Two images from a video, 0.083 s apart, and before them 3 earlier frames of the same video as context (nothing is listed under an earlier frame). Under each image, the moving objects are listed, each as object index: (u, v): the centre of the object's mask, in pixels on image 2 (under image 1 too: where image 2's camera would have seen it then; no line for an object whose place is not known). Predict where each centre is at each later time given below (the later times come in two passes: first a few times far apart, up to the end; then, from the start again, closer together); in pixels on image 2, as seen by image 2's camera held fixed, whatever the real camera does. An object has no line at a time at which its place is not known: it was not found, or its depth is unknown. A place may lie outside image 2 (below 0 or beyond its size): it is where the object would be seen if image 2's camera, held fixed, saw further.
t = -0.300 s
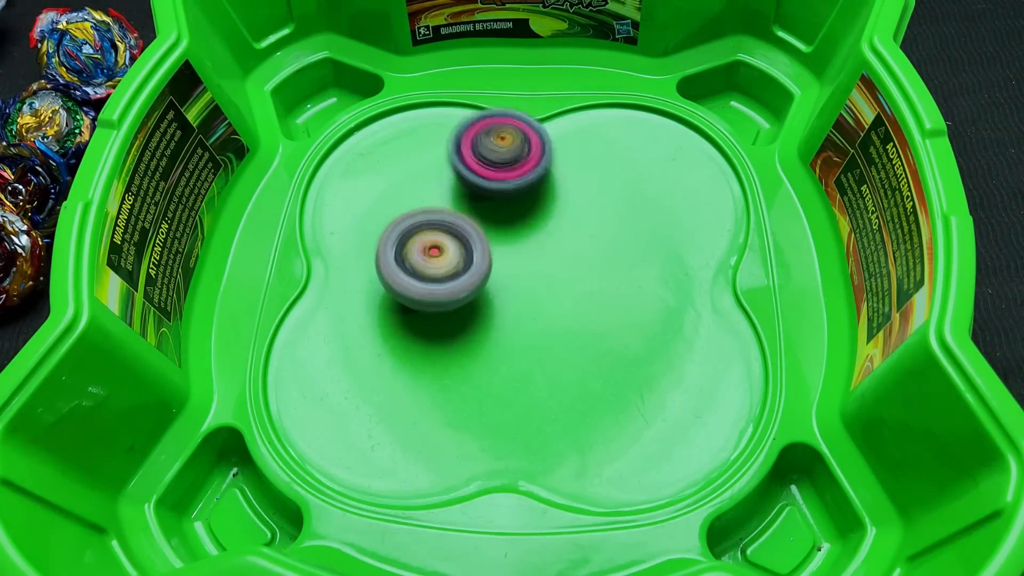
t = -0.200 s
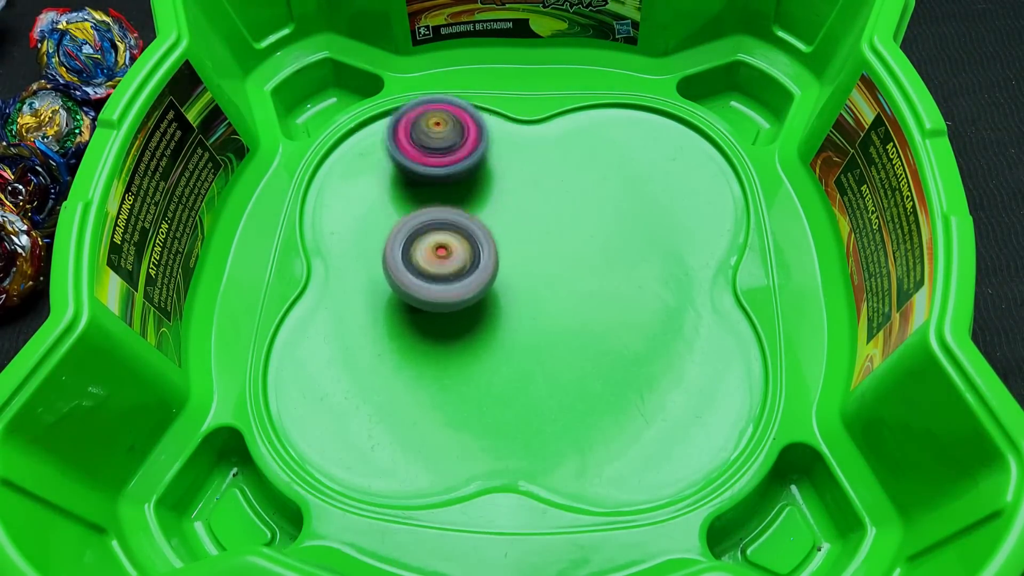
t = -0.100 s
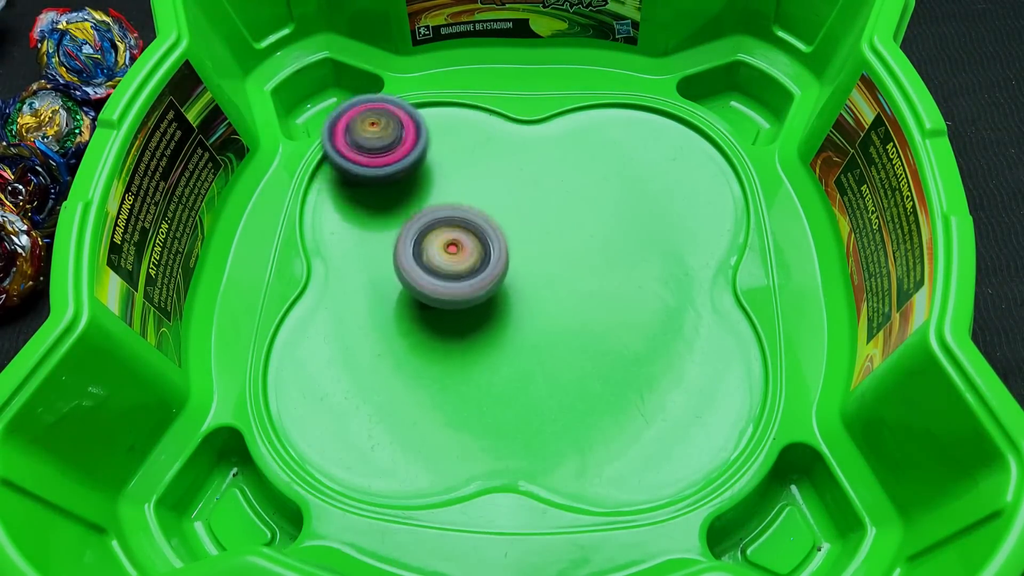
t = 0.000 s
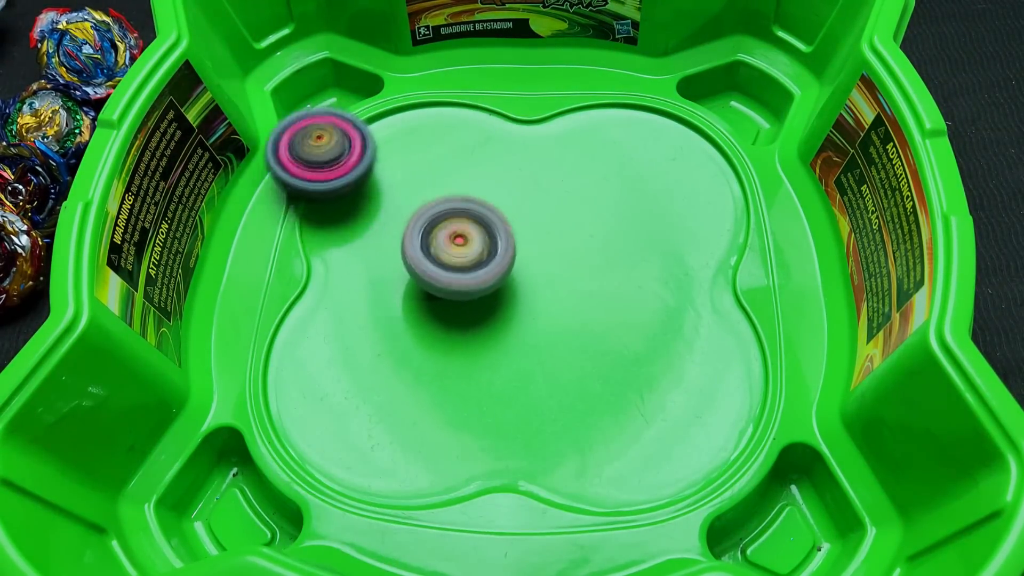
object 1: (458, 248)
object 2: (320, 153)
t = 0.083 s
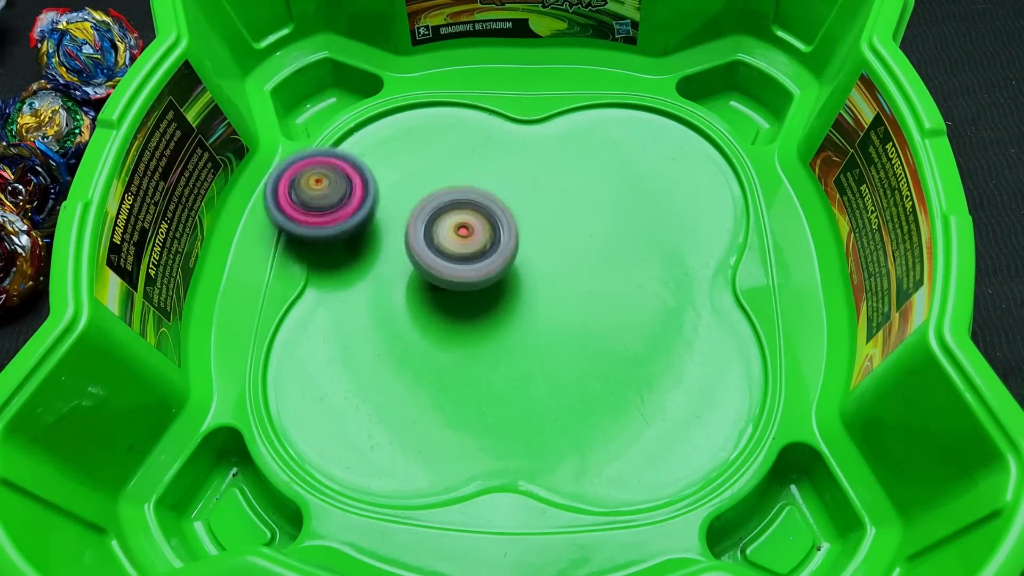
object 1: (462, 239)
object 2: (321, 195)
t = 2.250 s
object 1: (584, 258)
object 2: (427, 214)
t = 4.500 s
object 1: (465, 253)
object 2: (563, 188)
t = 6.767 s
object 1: (560, 280)
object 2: (511, 404)
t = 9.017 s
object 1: (503, 299)
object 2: (410, 170)
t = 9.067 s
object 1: (508, 295)
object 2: (412, 190)
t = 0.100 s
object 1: (462, 236)
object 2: (319, 204)
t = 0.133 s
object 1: (462, 232)
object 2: (317, 222)
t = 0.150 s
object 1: (462, 230)
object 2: (317, 232)
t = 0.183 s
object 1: (463, 226)
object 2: (322, 252)
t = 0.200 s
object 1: (463, 224)
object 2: (326, 263)
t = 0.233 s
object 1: (463, 221)
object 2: (337, 284)
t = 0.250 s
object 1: (462, 219)
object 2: (345, 294)
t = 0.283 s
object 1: (462, 216)
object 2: (362, 311)
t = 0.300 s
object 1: (462, 214)
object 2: (373, 320)
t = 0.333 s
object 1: (462, 212)
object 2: (397, 333)
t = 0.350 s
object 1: (463, 211)
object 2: (412, 338)
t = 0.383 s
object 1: (463, 210)
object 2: (443, 346)
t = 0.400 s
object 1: (463, 210)
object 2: (460, 348)
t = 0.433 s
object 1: (463, 209)
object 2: (493, 348)
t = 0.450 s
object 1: (463, 209)
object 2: (510, 346)
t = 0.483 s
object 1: (463, 209)
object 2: (541, 336)
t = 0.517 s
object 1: (462, 209)
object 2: (569, 322)
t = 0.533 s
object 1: (462, 209)
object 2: (581, 313)
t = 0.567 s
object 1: (462, 210)
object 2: (602, 293)
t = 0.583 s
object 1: (461, 211)
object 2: (611, 281)
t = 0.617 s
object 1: (460, 214)
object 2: (623, 257)
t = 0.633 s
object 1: (459, 215)
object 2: (627, 243)
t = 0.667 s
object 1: (459, 219)
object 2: (631, 220)
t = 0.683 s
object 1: (459, 220)
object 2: (631, 209)
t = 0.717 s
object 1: (461, 224)
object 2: (628, 187)
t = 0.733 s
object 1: (462, 225)
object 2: (625, 178)
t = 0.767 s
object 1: (467, 229)
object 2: (618, 159)
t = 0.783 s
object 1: (469, 231)
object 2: (612, 149)
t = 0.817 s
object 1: (475, 235)
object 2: (601, 135)
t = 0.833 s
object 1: (479, 237)
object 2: (595, 127)
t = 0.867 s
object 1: (487, 241)
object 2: (581, 115)
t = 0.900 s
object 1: (495, 244)
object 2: (566, 105)
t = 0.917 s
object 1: (500, 244)
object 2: (558, 102)
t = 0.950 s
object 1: (511, 245)
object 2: (547, 114)
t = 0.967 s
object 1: (515, 245)
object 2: (541, 120)
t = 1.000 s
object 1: (524, 244)
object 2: (527, 130)
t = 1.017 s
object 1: (528, 244)
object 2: (520, 134)
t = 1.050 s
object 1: (534, 243)
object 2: (503, 143)
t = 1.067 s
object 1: (537, 242)
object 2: (495, 147)
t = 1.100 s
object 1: (543, 241)
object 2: (478, 154)
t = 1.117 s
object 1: (546, 241)
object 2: (470, 159)
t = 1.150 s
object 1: (551, 240)
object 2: (454, 173)
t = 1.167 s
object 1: (553, 239)
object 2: (447, 180)
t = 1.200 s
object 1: (556, 236)
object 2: (437, 198)
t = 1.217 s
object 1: (558, 235)
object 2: (433, 207)
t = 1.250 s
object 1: (560, 231)
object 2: (429, 230)
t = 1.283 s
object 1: (562, 227)
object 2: (430, 252)
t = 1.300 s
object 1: (562, 225)
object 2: (433, 265)
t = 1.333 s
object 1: (563, 220)
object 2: (442, 287)
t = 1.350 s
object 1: (562, 217)
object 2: (450, 299)
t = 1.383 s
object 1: (560, 212)
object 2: (467, 318)
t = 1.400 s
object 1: (559, 210)
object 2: (479, 326)
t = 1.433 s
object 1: (554, 206)
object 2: (503, 339)
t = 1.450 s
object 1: (552, 204)
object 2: (518, 344)
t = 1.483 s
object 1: (547, 201)
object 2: (545, 349)
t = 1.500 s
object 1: (545, 201)
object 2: (559, 350)
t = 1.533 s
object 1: (540, 201)
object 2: (587, 346)
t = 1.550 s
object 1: (537, 202)
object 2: (601, 342)
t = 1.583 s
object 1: (532, 205)
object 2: (624, 332)
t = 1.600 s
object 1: (530, 208)
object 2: (636, 326)
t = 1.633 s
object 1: (525, 214)
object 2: (654, 311)
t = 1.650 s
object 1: (523, 218)
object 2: (662, 302)
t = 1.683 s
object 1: (520, 226)
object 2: (675, 285)
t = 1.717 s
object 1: (519, 235)
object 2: (683, 266)
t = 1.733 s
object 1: (519, 240)
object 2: (686, 256)
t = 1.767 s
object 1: (520, 250)
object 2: (688, 237)
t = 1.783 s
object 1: (522, 254)
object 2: (688, 228)
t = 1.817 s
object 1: (526, 263)
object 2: (684, 210)
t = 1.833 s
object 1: (529, 267)
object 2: (681, 201)
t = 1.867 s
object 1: (536, 273)
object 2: (670, 185)
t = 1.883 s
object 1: (540, 276)
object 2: (663, 177)
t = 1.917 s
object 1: (549, 280)
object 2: (648, 164)
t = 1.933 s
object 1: (553, 281)
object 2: (638, 158)
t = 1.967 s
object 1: (562, 282)
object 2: (617, 151)
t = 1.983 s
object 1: (566, 283)
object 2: (606, 148)
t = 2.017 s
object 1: (574, 282)
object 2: (583, 145)
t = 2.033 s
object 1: (577, 281)
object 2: (569, 144)
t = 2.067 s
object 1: (584, 278)
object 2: (545, 147)
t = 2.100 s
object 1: (588, 274)
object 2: (520, 153)
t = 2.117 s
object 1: (590, 272)
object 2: (508, 157)
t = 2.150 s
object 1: (591, 268)
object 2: (485, 167)
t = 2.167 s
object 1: (591, 266)
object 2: (474, 173)
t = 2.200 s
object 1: (590, 262)
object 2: (453, 188)
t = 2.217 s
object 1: (589, 261)
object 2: (444, 196)
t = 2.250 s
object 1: (584, 258)
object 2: (427, 214)
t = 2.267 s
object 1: (582, 257)
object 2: (420, 224)
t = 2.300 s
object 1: (575, 257)
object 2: (408, 246)
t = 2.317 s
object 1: (572, 258)
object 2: (405, 257)
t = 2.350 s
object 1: (565, 261)
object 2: (399, 281)
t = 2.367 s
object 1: (562, 263)
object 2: (398, 292)
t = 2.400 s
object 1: (557, 268)
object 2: (400, 316)
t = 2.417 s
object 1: (555, 270)
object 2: (402, 327)
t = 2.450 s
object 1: (552, 276)
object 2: (410, 351)
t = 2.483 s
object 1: (550, 283)
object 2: (422, 372)
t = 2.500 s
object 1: (550, 286)
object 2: (429, 382)
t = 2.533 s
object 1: (550, 292)
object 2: (446, 400)
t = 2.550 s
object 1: (550, 295)
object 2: (456, 408)
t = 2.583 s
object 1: (552, 298)
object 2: (477, 422)
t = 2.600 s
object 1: (554, 299)
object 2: (489, 428)
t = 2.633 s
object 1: (557, 300)
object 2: (514, 436)
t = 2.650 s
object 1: (558, 299)
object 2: (527, 438)
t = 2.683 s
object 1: (560, 299)
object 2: (552, 441)
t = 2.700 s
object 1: (561, 298)
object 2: (565, 441)
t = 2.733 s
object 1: (562, 297)
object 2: (590, 438)
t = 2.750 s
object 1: (561, 296)
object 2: (602, 435)
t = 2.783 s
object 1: (558, 294)
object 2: (625, 426)
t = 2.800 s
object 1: (557, 293)
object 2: (635, 420)
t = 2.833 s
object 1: (551, 291)
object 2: (654, 406)
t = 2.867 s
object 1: (545, 290)
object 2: (669, 389)
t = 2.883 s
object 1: (542, 290)
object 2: (675, 380)
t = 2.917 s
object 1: (536, 291)
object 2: (684, 359)
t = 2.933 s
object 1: (532, 293)
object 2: (686, 348)
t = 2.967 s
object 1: (526, 296)
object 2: (687, 325)
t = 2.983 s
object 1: (523, 298)
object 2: (687, 313)
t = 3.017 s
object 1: (518, 302)
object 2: (681, 291)
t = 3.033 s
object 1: (516, 304)
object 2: (677, 280)
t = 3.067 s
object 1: (514, 307)
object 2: (666, 261)
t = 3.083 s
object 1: (513, 309)
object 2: (659, 250)
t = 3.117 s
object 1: (512, 312)
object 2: (642, 233)
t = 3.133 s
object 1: (512, 313)
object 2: (633, 224)
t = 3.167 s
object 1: (513, 315)
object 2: (613, 210)
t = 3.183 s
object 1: (513, 316)
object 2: (601, 204)
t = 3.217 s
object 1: (514, 316)
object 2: (579, 195)
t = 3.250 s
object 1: (513, 316)
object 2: (554, 187)
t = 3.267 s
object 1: (512, 316)
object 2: (541, 185)
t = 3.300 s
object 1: (510, 316)
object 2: (515, 183)
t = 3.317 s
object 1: (508, 316)
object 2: (502, 182)
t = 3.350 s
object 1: (505, 316)
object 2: (476, 184)
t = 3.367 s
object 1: (504, 316)
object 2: (464, 186)
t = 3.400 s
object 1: (503, 316)
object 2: (439, 192)
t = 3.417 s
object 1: (503, 317)
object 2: (427, 196)
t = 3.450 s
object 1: (503, 316)
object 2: (404, 205)
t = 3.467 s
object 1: (504, 316)
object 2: (394, 211)
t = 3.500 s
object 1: (505, 314)
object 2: (375, 223)
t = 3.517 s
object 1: (505, 312)
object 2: (366, 230)
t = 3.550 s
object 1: (506, 308)
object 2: (351, 243)
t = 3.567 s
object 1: (505, 306)
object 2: (344, 250)
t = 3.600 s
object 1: (504, 301)
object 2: (332, 266)
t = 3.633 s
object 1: (501, 296)
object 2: (322, 282)
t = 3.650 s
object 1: (499, 294)
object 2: (318, 291)
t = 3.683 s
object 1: (494, 291)
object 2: (312, 308)
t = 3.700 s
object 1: (492, 290)
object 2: (311, 317)
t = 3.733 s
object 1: (486, 288)
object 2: (308, 336)
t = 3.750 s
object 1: (483, 287)
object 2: (308, 346)
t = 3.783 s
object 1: (475, 286)
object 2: (311, 364)
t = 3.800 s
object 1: (472, 286)
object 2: (314, 374)
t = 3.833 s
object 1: (466, 287)
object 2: (323, 391)
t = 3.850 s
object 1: (464, 288)
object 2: (329, 399)
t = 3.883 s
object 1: (461, 290)
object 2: (343, 413)
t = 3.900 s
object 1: (460, 291)
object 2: (351, 419)
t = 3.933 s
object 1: (459, 292)
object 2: (371, 429)
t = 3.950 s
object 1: (459, 293)
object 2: (382, 433)
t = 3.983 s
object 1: (458, 294)
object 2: (406, 437)
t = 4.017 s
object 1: (459, 294)
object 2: (432, 435)
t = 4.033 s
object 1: (459, 294)
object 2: (446, 434)
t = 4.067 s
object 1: (462, 293)
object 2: (472, 428)
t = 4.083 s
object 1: (463, 291)
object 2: (486, 423)
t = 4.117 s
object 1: (465, 287)
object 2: (511, 411)
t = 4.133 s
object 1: (466, 286)
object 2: (524, 403)
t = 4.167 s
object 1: (467, 282)
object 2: (547, 388)
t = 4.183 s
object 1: (468, 280)
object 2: (558, 379)
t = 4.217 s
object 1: (470, 278)
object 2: (577, 361)
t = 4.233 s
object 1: (471, 277)
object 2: (585, 349)
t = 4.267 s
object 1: (474, 275)
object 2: (598, 326)
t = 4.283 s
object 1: (475, 274)
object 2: (602, 314)
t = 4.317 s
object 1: (477, 270)
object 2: (607, 292)
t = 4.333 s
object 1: (477, 267)
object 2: (607, 280)
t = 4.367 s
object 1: (477, 264)
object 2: (605, 260)
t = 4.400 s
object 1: (476, 260)
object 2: (599, 241)
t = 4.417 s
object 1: (475, 258)
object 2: (595, 231)
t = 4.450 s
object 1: (472, 254)
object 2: (584, 213)
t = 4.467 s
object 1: (470, 253)
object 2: (578, 204)
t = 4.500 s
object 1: (465, 253)
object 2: (563, 188)
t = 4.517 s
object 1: (464, 254)
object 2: (555, 180)
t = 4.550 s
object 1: (461, 256)
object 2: (537, 167)
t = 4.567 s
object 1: (460, 257)
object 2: (528, 161)
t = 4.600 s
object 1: (460, 259)
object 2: (510, 153)
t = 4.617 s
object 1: (459, 260)
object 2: (500, 148)
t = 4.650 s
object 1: (460, 261)
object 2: (483, 143)
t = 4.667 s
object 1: (462, 261)
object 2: (474, 141)
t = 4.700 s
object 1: (466, 260)
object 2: (456, 138)
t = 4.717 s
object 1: (469, 258)
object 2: (446, 138)
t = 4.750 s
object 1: (474, 254)
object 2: (428, 137)
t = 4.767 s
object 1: (477, 252)
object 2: (419, 138)
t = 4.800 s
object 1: (482, 250)
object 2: (401, 141)
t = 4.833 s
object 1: (487, 246)
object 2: (384, 145)
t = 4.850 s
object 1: (489, 245)
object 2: (377, 149)
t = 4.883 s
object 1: (491, 242)
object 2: (362, 157)
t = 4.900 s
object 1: (491, 241)
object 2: (356, 161)
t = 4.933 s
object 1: (490, 240)
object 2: (344, 172)
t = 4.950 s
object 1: (490, 239)
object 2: (339, 178)
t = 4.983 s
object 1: (488, 238)
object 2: (332, 192)
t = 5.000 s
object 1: (487, 237)
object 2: (329, 199)
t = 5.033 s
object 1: (485, 236)
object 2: (327, 216)
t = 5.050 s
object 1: (484, 236)
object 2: (328, 224)
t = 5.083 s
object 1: (484, 236)
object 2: (331, 241)
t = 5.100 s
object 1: (484, 235)
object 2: (333, 250)
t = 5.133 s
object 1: (485, 234)
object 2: (342, 268)
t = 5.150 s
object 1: (486, 234)
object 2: (346, 276)
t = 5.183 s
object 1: (489, 234)
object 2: (359, 294)
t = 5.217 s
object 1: (493, 235)
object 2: (375, 310)
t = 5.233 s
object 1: (495, 235)
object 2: (384, 317)
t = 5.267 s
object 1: (499, 235)
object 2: (404, 328)
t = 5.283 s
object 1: (502, 236)
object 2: (415, 334)
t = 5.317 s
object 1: (506, 237)
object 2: (438, 341)
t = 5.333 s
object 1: (508, 236)
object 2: (450, 344)
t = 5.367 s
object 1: (510, 235)
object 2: (474, 349)
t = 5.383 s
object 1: (509, 235)
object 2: (488, 349)
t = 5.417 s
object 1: (508, 236)
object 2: (512, 347)
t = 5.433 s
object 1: (508, 236)
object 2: (525, 345)
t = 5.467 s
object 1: (508, 237)
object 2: (547, 339)
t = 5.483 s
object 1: (507, 238)
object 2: (558, 336)
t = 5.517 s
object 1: (507, 240)
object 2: (579, 327)
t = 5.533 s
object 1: (509, 241)
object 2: (588, 322)
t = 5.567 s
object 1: (512, 241)
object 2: (606, 310)
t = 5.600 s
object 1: (513, 238)
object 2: (620, 298)
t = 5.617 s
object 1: (513, 238)
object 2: (626, 291)
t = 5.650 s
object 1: (515, 237)
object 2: (635, 277)
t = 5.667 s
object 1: (515, 237)
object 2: (639, 269)
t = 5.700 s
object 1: (514, 236)
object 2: (646, 253)
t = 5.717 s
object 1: (513, 236)
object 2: (648, 244)
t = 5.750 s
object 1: (512, 238)
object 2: (650, 229)
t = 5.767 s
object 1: (511, 239)
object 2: (651, 221)
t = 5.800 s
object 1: (509, 241)
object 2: (649, 207)
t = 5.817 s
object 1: (509, 243)
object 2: (648, 200)
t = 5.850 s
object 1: (510, 246)
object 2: (643, 187)
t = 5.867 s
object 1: (510, 247)
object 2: (639, 180)
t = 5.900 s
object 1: (512, 248)
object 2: (630, 169)
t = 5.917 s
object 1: (513, 249)
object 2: (624, 164)
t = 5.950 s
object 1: (516, 251)
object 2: (612, 156)
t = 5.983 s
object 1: (519, 252)
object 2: (597, 149)
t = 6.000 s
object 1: (520, 252)
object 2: (588, 145)
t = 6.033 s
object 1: (523, 253)
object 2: (570, 144)
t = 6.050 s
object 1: (525, 253)
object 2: (560, 144)
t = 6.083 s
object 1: (528, 253)
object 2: (542, 146)
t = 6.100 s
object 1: (528, 253)
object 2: (534, 148)
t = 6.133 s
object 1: (530, 255)
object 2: (515, 154)
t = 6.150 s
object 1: (532, 255)
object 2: (506, 157)
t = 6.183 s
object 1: (532, 255)
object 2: (489, 167)
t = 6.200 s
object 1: (532, 256)
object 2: (481, 172)
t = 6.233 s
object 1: (535, 265)
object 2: (465, 180)
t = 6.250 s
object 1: (537, 268)
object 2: (457, 183)
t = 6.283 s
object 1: (539, 272)
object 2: (444, 196)
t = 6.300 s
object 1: (540, 275)
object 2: (438, 204)
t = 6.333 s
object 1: (542, 278)
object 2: (429, 221)
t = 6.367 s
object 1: (543, 281)
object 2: (422, 239)
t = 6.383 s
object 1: (543, 283)
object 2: (419, 248)
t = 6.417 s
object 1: (546, 286)
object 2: (416, 267)
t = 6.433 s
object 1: (547, 287)
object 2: (417, 276)
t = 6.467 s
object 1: (549, 288)
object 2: (419, 294)
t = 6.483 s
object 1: (550, 288)
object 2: (422, 302)
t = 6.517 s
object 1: (552, 289)
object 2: (428, 318)
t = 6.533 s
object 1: (552, 288)
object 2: (432, 326)
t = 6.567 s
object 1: (554, 287)
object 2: (441, 340)
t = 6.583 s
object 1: (558, 286)
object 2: (443, 348)
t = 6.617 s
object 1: (563, 284)
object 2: (449, 361)
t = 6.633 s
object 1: (564, 282)
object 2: (453, 368)
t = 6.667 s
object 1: (564, 281)
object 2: (466, 380)
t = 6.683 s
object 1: (564, 281)
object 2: (473, 385)
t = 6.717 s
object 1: (563, 280)
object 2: (486, 393)
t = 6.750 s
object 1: (561, 280)
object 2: (502, 401)
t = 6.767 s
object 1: (560, 280)
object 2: (511, 404)
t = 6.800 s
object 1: (559, 279)
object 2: (528, 407)
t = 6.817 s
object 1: (558, 279)
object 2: (537, 407)
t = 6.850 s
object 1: (556, 279)
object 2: (555, 407)
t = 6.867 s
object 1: (555, 279)
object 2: (564, 406)
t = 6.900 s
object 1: (552, 278)
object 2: (580, 400)
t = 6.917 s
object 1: (550, 278)
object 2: (588, 396)
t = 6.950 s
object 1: (548, 278)
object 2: (603, 387)
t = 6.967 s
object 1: (546, 278)
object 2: (610, 381)
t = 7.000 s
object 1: (542, 279)
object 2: (619, 367)
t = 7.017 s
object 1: (540, 278)
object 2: (623, 360)
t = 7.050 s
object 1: (532, 271)
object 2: (636, 351)
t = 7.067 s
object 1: (522, 263)
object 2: (643, 348)
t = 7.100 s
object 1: (508, 252)
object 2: (654, 343)
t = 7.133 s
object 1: (494, 241)
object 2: (660, 334)
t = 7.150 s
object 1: (488, 239)
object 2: (661, 327)
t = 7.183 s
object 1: (477, 236)
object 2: (661, 313)
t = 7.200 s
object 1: (471, 235)
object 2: (660, 304)
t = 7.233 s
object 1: (458, 236)
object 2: (654, 288)
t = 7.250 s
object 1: (452, 237)
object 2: (650, 281)
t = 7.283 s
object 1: (441, 239)
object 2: (640, 265)
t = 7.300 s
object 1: (435, 242)
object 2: (633, 259)
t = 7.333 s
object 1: (425, 247)
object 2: (619, 249)
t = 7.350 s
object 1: (420, 249)
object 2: (612, 244)
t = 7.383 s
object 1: (412, 256)
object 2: (596, 236)
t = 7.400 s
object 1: (409, 259)
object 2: (587, 233)
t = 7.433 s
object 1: (403, 265)
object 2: (569, 229)
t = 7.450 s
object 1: (400, 269)
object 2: (559, 227)
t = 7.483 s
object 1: (398, 275)
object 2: (538, 224)
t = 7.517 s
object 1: (398, 282)
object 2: (517, 225)
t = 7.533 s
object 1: (399, 285)
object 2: (507, 225)
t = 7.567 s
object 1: (399, 288)
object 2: (488, 227)
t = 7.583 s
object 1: (393, 294)
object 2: (484, 227)
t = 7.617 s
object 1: (377, 307)
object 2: (479, 224)
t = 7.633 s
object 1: (371, 312)
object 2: (476, 224)
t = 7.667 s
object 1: (362, 323)
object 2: (467, 227)
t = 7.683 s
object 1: (358, 327)
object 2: (461, 228)
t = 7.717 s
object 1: (353, 334)
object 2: (448, 235)
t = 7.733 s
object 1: (354, 338)
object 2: (443, 237)
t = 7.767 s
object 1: (352, 343)
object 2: (431, 245)
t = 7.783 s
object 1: (353, 346)
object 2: (426, 251)
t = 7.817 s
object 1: (358, 348)
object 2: (419, 258)
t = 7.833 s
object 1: (356, 353)
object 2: (417, 261)
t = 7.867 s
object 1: (354, 367)
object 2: (418, 264)
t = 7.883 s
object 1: (353, 372)
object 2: (418, 266)
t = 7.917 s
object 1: (352, 383)
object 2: (420, 273)
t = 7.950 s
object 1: (353, 388)
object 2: (422, 280)
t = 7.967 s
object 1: (355, 392)
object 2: (423, 285)
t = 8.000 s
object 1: (363, 394)
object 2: (430, 292)
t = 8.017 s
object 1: (366, 395)
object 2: (434, 295)
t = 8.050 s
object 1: (376, 396)
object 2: (444, 302)
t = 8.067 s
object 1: (380, 394)
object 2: (451, 304)
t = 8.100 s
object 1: (390, 392)
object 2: (464, 305)
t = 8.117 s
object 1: (395, 389)
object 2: (472, 306)
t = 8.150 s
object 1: (405, 386)
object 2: (487, 304)
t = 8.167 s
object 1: (412, 382)
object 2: (494, 302)
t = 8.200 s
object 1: (421, 376)
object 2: (508, 297)
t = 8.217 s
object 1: (428, 372)
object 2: (514, 292)
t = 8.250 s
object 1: (439, 363)
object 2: (525, 283)
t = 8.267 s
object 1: (446, 360)
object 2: (530, 278)
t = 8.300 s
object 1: (457, 349)
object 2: (537, 265)
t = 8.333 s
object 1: (466, 340)
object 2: (541, 253)
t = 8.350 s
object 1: (470, 333)
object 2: (542, 245)
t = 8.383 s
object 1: (475, 324)
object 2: (539, 233)
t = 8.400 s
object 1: (478, 318)
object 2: (537, 227)
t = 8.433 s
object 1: (480, 309)
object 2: (532, 215)
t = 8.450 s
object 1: (482, 304)
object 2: (527, 210)
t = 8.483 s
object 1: (483, 294)
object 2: (520, 201)
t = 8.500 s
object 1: (484, 291)
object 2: (514, 197)
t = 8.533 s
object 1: (478, 294)
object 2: (508, 183)
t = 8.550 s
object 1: (475, 300)
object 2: (506, 173)
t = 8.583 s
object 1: (469, 307)
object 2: (502, 157)
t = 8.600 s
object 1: (469, 309)
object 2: (498, 151)
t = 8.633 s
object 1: (468, 309)
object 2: (491, 143)
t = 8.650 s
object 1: (470, 309)
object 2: (486, 138)
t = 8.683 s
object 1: (471, 310)
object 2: (476, 133)
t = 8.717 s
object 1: (475, 310)
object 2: (467, 126)
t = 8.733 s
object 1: (475, 310)
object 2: (461, 125)
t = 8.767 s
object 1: (479, 310)
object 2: (452, 123)
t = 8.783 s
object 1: (480, 310)
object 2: (447, 122)
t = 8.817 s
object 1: (483, 309)
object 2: (438, 123)
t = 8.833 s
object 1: (485, 308)
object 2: (435, 124)
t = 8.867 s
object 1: (488, 308)
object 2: (426, 127)
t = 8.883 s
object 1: (490, 307)
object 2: (423, 130)
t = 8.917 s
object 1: (493, 305)
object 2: (417, 137)
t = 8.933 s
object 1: (495, 304)
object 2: (414, 142)
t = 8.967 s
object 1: (498, 302)
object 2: (411, 151)
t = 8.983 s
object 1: (500, 301)
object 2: (410, 156)
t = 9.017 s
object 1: (503, 299)
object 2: (410, 170)
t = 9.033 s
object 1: (505, 298)
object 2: (410, 175)
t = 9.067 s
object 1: (508, 295)
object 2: (412, 190)
